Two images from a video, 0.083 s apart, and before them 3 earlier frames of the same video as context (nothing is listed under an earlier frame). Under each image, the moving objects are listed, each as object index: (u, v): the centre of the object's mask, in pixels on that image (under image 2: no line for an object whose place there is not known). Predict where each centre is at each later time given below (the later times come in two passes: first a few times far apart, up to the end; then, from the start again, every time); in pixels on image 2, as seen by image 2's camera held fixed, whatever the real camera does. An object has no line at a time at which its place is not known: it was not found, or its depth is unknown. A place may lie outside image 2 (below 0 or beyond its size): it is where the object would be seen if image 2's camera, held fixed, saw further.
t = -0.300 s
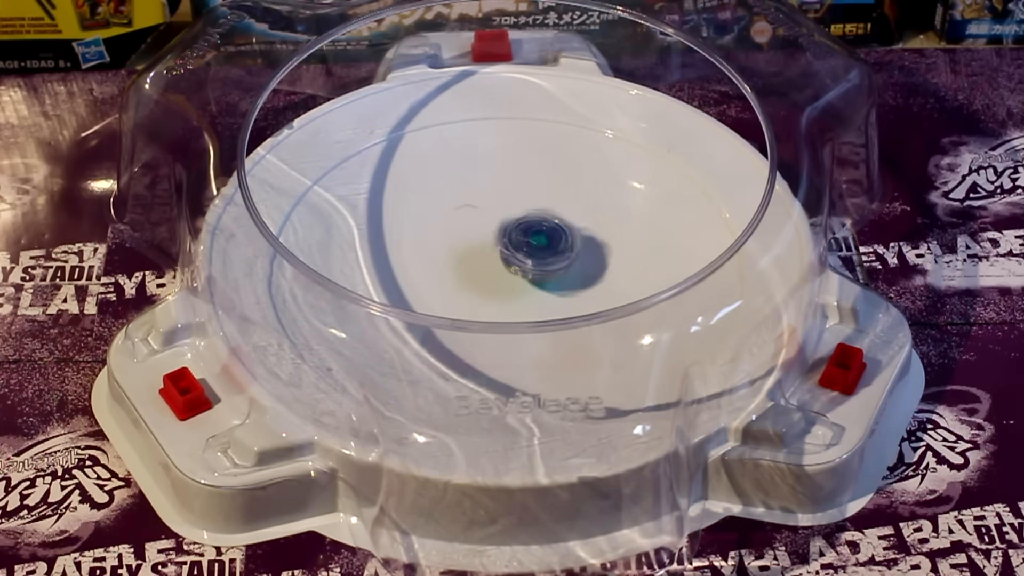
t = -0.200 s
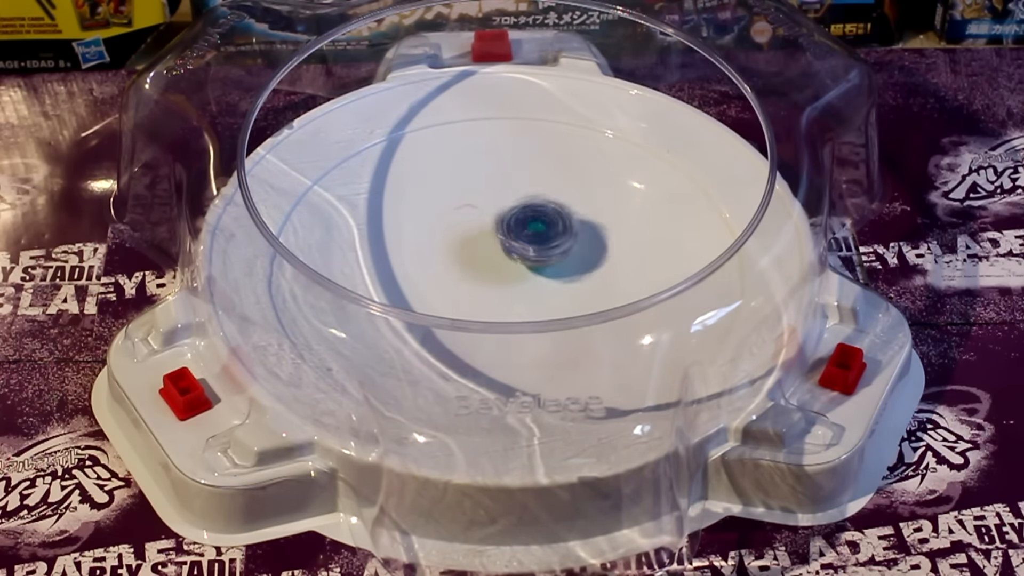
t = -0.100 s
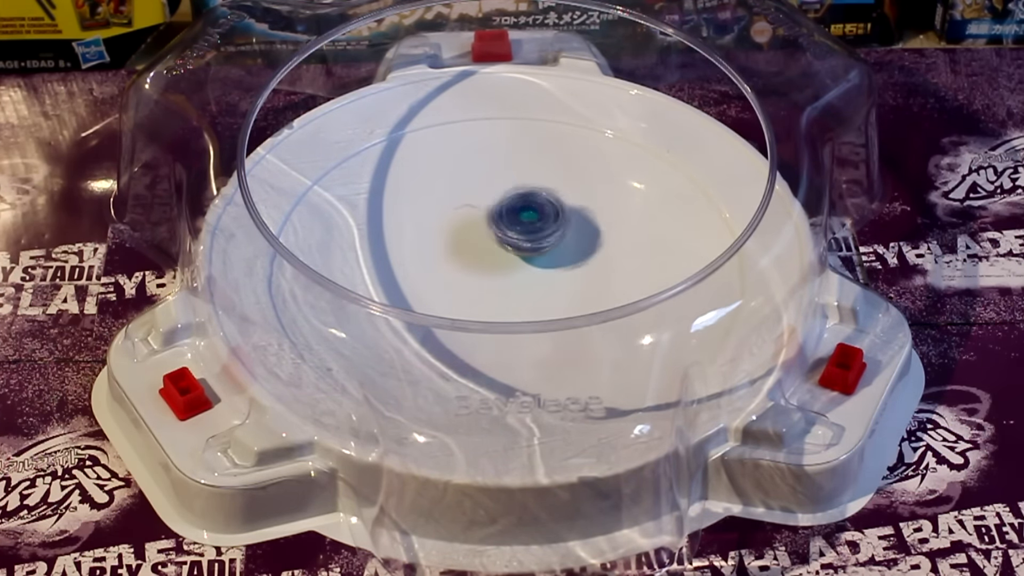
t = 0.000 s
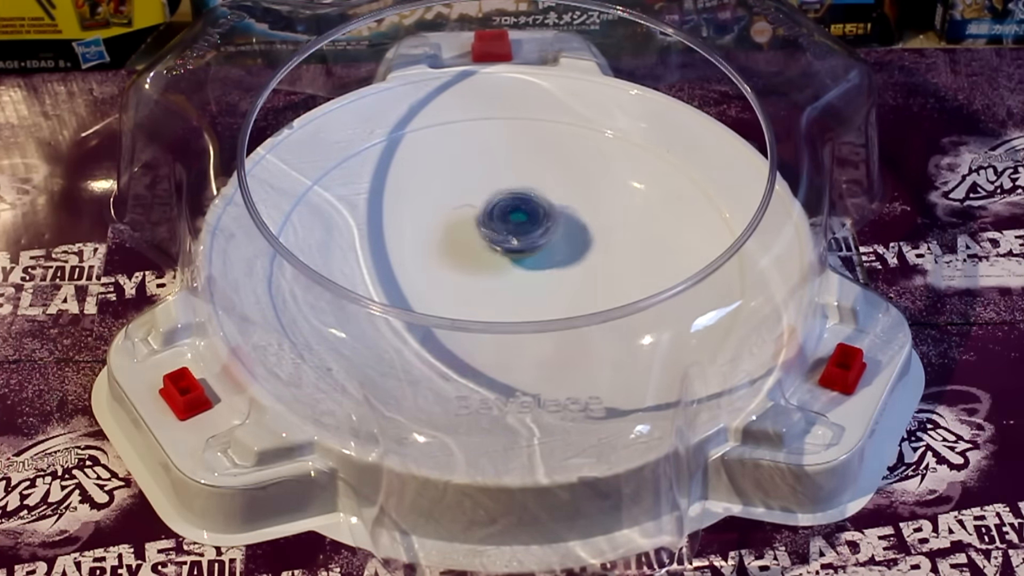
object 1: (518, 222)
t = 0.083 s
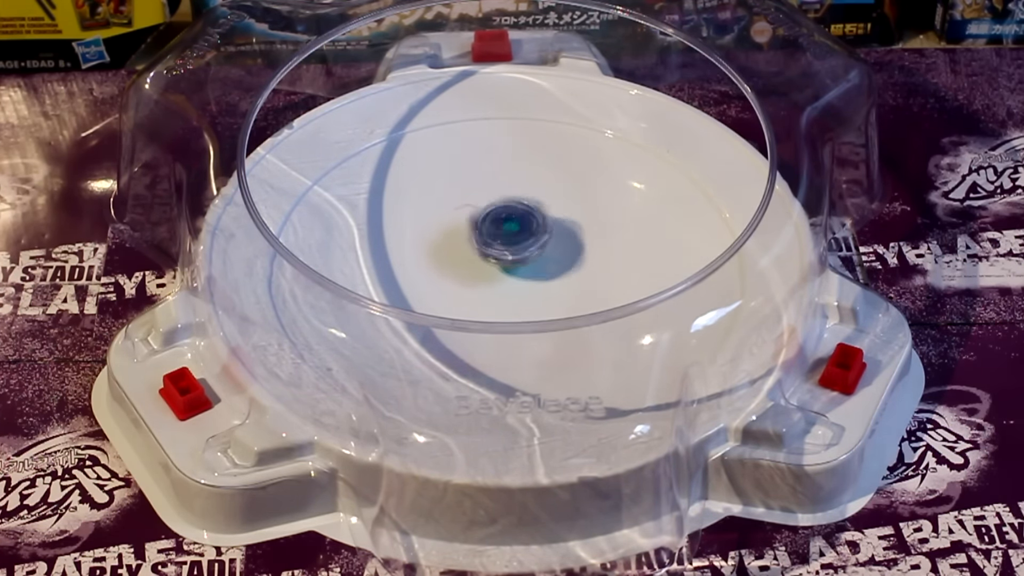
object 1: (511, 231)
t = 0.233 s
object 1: (506, 251)
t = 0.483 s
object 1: (497, 283)
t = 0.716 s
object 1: (511, 297)
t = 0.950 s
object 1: (532, 276)
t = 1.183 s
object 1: (549, 249)
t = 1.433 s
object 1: (542, 227)
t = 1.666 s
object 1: (515, 251)
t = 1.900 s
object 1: (492, 276)
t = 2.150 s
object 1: (499, 292)
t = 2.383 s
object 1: (529, 274)
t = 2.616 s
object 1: (556, 251)
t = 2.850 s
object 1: (546, 236)
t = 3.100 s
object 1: (512, 257)
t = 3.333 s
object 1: (484, 277)
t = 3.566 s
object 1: (503, 288)
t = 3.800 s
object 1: (536, 271)
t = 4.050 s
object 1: (561, 248)
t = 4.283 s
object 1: (534, 243)
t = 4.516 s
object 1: (502, 260)
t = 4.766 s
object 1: (483, 282)
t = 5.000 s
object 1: (517, 279)
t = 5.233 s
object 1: (547, 262)
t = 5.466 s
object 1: (553, 241)
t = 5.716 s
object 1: (518, 251)
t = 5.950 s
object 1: (489, 267)
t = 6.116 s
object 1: (490, 282)
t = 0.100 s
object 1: (510, 233)
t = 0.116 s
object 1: (509, 236)
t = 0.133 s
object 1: (508, 238)
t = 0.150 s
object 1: (508, 240)
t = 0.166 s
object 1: (508, 243)
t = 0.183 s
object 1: (507, 245)
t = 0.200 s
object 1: (507, 247)
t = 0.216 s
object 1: (507, 250)
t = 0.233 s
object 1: (506, 251)
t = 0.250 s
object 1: (506, 254)
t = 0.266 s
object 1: (505, 256)
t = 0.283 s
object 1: (505, 258)
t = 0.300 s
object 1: (505, 260)
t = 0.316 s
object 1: (503, 262)
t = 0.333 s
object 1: (503, 264)
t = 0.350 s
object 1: (504, 266)
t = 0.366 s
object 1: (502, 269)
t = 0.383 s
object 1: (501, 271)
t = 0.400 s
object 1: (501, 273)
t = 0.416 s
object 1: (499, 275)
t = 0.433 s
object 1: (499, 277)
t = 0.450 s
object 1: (498, 279)
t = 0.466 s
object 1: (497, 281)
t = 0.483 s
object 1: (497, 283)
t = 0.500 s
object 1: (496, 285)
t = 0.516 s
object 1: (495, 287)
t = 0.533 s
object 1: (495, 289)
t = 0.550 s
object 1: (495, 290)
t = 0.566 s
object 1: (494, 292)
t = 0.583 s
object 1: (496, 293)
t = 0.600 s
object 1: (496, 294)
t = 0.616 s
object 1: (498, 295)
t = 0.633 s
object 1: (500, 296)
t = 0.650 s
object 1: (502, 297)
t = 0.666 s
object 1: (505, 298)
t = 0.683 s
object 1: (505, 297)
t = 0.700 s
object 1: (508, 297)
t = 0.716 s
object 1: (511, 297)
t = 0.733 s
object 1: (512, 296)
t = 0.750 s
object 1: (516, 295)
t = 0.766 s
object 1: (517, 294)
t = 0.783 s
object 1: (520, 293)
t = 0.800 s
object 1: (523, 292)
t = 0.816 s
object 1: (522, 290)
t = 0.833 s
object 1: (523, 290)
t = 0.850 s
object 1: (525, 288)
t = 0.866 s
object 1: (526, 286)
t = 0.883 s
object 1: (527, 285)
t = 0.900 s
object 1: (529, 282)
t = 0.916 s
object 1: (529, 280)
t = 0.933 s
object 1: (532, 279)
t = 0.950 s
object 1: (532, 276)
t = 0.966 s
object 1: (532, 274)
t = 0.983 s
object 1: (535, 273)
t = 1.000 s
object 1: (535, 271)
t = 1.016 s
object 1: (537, 269)
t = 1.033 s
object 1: (538, 267)
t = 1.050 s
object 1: (538, 265)
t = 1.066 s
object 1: (541, 263)
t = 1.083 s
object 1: (542, 261)
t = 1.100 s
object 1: (542, 259)
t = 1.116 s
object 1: (544, 257)
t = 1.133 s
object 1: (545, 254)
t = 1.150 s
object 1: (547, 253)
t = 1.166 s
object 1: (548, 251)
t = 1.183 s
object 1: (549, 249)
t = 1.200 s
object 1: (551, 247)
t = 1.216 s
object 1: (552, 245)
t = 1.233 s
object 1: (552, 243)
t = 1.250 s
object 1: (554, 241)
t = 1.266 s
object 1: (554, 239)
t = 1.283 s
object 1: (555, 236)
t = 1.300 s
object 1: (555, 234)
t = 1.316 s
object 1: (554, 232)
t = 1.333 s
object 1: (553, 231)
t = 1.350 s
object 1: (552, 229)
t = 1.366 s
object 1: (550, 228)
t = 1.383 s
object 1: (549, 228)
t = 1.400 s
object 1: (546, 227)
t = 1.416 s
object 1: (543, 227)
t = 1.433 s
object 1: (542, 227)
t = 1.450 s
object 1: (538, 228)
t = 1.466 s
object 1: (535, 230)
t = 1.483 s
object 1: (533, 231)
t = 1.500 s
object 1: (532, 232)
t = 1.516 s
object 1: (531, 234)
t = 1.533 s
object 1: (527, 237)
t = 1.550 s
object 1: (525, 239)
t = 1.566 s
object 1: (524, 240)
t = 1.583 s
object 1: (523, 242)
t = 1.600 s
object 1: (521, 244)
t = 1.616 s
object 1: (519, 246)
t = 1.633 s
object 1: (518, 248)
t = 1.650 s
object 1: (517, 250)
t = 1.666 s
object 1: (515, 251)
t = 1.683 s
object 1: (514, 254)
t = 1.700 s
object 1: (512, 255)
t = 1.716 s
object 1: (510, 257)
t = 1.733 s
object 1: (509, 259)
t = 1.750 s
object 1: (507, 261)
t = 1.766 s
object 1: (505, 262)
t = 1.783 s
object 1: (504, 264)
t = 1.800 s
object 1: (502, 266)
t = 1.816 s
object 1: (501, 267)
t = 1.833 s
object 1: (499, 269)
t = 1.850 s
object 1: (496, 271)
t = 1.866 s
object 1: (495, 272)
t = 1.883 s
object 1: (493, 274)
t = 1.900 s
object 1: (492, 276)
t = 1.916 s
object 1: (490, 277)
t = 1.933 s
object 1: (487, 279)
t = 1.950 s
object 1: (487, 280)
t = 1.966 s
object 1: (485, 282)
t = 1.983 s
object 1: (485, 284)
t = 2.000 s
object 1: (484, 286)
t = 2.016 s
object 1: (483, 288)
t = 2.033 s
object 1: (485, 289)
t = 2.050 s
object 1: (485, 290)
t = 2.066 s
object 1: (487, 291)
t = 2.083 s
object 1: (488, 292)
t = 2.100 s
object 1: (490, 293)
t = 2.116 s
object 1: (494, 293)
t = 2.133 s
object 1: (496, 292)
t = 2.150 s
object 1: (499, 292)
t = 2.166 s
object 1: (502, 292)
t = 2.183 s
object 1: (504, 291)
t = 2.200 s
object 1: (508, 290)
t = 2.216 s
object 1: (509, 289)
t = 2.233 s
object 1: (512, 288)
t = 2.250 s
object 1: (514, 288)
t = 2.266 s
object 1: (515, 286)
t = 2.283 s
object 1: (518, 285)
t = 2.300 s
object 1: (520, 283)
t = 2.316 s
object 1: (522, 281)
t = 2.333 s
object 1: (524, 279)
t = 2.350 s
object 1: (525, 277)
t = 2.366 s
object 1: (528, 276)
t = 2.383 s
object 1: (529, 274)
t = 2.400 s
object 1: (532, 272)
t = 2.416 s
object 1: (533, 272)
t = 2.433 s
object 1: (534, 269)
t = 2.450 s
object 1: (537, 268)
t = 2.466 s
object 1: (539, 266)
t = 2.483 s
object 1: (541, 265)
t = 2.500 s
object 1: (543, 264)
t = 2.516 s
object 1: (543, 261)
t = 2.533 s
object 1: (547, 260)
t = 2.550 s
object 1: (548, 258)
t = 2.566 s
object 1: (551, 257)
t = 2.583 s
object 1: (552, 255)
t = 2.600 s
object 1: (554, 253)
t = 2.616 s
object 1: (556, 251)
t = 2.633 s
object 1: (557, 250)
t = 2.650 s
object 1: (559, 248)
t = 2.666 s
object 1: (560, 246)
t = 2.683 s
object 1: (560, 244)
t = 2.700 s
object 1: (562, 242)
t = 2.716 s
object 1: (561, 240)
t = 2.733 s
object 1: (561, 239)
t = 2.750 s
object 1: (560, 237)
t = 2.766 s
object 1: (558, 236)
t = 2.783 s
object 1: (556, 235)
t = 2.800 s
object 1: (553, 234)
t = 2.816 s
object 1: (551, 235)
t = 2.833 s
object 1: (548, 234)
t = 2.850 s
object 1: (546, 236)
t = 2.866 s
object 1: (543, 236)
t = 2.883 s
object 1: (539, 237)
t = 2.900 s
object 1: (537, 238)
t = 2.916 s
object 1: (535, 240)
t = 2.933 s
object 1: (533, 241)
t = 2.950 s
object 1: (532, 243)
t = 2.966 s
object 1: (528, 244)
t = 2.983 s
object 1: (527, 246)
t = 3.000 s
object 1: (524, 248)
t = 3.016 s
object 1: (522, 250)
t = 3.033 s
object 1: (521, 251)
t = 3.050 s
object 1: (518, 252)
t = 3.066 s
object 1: (517, 254)
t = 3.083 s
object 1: (515, 255)
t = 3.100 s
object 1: (512, 257)
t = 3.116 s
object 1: (511, 258)
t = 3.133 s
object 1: (508, 260)
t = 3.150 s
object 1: (507, 261)
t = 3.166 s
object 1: (504, 263)
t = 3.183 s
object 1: (501, 264)
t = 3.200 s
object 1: (499, 265)
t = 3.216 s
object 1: (497, 267)
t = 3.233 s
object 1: (496, 268)
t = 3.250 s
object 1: (493, 269)
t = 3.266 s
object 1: (490, 270)
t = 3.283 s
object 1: (490, 272)
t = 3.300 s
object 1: (486, 274)
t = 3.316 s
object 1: (486, 275)
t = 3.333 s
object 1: (484, 277)
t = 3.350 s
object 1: (483, 279)
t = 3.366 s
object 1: (482, 280)
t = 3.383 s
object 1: (481, 282)
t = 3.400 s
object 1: (482, 283)
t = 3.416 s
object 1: (482, 285)
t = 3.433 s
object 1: (484, 287)
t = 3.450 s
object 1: (485, 288)
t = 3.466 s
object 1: (487, 289)
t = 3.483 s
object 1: (490, 289)
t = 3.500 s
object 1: (492, 289)
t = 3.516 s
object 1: (496, 289)
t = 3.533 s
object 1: (496, 289)
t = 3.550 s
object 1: (500, 289)
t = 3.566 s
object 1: (503, 288)
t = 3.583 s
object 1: (506, 288)
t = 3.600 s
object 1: (509, 287)
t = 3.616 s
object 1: (510, 286)
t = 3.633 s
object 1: (513, 285)
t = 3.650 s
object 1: (514, 283)
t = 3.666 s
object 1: (518, 282)
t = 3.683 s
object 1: (520, 281)
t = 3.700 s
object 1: (522, 280)
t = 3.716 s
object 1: (525, 278)
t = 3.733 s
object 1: (526, 276)
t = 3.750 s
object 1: (530, 275)
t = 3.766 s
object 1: (531, 274)
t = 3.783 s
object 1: (533, 273)
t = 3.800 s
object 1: (536, 271)
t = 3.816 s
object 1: (537, 270)
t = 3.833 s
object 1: (540, 269)
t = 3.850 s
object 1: (540, 267)
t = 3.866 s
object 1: (544, 266)
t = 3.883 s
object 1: (546, 264)
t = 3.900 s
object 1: (548, 263)
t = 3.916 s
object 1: (551, 261)
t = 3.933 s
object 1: (552, 260)
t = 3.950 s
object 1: (555, 259)
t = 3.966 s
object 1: (555, 257)
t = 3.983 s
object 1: (557, 255)
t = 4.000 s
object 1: (559, 254)
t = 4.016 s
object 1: (561, 252)
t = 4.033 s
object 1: (562, 250)
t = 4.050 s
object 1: (561, 248)
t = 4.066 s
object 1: (562, 246)
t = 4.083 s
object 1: (560, 244)
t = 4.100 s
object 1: (562, 243)
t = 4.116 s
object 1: (560, 242)
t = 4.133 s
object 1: (559, 241)
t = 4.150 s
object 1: (557, 240)
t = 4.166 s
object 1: (553, 239)
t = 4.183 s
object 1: (552, 239)
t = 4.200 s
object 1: (548, 239)
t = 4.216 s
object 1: (547, 240)
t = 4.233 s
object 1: (543, 240)
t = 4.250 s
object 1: (540, 241)
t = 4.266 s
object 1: (537, 242)
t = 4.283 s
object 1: (534, 243)
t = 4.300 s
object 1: (534, 244)
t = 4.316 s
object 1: (530, 246)
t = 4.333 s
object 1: (528, 247)
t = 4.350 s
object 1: (526, 248)
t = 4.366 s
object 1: (523, 250)
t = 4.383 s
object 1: (521, 251)
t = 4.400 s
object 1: (518, 252)
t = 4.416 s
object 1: (517, 253)
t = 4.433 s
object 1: (514, 255)
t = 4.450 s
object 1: (513, 256)
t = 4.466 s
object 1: (510, 257)
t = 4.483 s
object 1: (508, 258)
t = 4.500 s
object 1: (506, 259)
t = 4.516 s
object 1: (502, 260)
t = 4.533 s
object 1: (502, 261)
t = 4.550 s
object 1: (498, 263)
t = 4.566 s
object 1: (498, 264)
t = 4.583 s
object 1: (494, 265)
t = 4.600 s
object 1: (492, 267)
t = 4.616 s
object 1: (491, 268)
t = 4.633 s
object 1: (488, 269)
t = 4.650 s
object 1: (487, 271)
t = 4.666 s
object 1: (483, 272)
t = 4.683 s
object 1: (484, 274)
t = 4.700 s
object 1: (482, 275)
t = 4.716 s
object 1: (482, 277)
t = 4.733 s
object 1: (482, 279)
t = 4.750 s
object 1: (482, 280)
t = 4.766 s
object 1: (483, 282)
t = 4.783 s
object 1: (484, 283)
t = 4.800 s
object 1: (487, 284)
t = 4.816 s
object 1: (488, 285)
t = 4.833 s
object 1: (492, 286)
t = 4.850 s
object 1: (493, 286)
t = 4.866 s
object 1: (497, 286)
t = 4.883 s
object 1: (499, 286)
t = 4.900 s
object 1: (503, 285)
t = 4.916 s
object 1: (506, 285)
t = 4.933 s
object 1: (507, 284)
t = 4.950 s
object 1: (511, 283)
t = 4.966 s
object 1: (511, 282)
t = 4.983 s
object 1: (516, 280)
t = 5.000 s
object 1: (517, 279)
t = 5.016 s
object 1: (520, 278)
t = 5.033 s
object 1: (522, 277)
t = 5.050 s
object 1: (525, 276)
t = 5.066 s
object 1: (527, 274)
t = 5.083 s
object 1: (529, 273)
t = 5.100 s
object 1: (532, 272)
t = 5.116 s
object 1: (532, 271)
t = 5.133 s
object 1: (535, 270)
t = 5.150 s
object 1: (536, 268)
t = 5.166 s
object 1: (539, 267)
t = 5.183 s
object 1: (541, 266)
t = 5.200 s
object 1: (543, 265)
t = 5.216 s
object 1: (546, 263)
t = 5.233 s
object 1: (547, 262)
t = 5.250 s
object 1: (551, 260)
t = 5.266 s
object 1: (551, 259)
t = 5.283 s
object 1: (554, 258)
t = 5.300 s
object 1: (554, 256)
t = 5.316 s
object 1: (557, 254)
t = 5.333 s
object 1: (557, 252)
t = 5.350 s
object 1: (559, 251)
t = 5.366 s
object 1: (559, 249)
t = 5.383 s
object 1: (559, 247)
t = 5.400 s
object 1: (559, 245)
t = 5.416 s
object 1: (557, 244)
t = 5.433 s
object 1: (557, 243)
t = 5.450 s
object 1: (554, 242)
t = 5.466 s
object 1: (553, 241)
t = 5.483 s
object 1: (549, 241)
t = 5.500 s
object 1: (549, 241)
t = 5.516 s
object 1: (546, 241)
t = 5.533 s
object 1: (544, 241)
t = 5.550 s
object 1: (541, 242)
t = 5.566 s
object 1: (538, 242)
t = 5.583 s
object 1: (537, 242)
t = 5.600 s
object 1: (533, 243)
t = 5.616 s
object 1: (532, 243)
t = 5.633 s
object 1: (529, 245)
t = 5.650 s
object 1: (528, 246)
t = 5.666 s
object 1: (523, 248)
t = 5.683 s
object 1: (522, 249)
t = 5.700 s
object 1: (519, 250)
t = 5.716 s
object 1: (518, 251)
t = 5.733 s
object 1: (516, 252)
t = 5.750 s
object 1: (513, 253)
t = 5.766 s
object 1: (512, 254)
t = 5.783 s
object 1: (509, 255)
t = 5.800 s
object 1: (508, 256)
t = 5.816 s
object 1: (504, 257)
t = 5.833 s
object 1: (503, 259)
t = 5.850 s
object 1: (500, 260)
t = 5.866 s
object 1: (499, 261)
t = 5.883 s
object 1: (496, 262)
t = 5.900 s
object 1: (495, 263)
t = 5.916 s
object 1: (493, 265)
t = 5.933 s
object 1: (491, 266)
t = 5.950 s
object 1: (489, 267)
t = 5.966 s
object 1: (487, 269)
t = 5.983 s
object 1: (486, 270)
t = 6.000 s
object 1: (483, 272)
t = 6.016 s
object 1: (485, 273)
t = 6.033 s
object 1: (483, 275)
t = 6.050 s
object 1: (485, 276)
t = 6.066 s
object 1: (484, 278)
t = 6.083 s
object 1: (486, 279)
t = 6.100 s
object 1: (487, 281)
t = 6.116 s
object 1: (490, 282)
